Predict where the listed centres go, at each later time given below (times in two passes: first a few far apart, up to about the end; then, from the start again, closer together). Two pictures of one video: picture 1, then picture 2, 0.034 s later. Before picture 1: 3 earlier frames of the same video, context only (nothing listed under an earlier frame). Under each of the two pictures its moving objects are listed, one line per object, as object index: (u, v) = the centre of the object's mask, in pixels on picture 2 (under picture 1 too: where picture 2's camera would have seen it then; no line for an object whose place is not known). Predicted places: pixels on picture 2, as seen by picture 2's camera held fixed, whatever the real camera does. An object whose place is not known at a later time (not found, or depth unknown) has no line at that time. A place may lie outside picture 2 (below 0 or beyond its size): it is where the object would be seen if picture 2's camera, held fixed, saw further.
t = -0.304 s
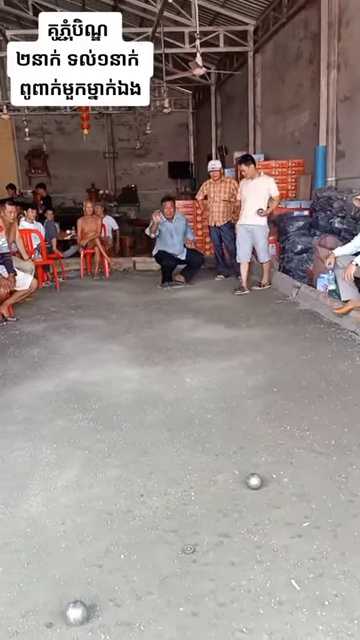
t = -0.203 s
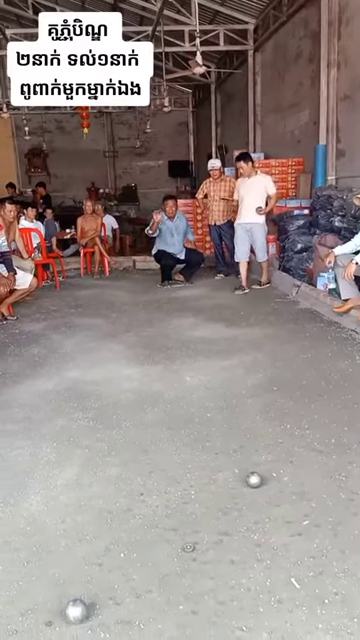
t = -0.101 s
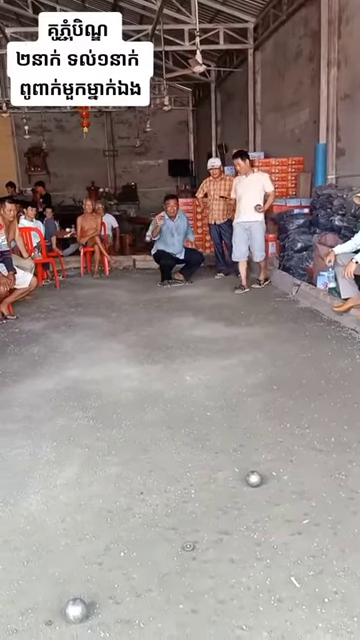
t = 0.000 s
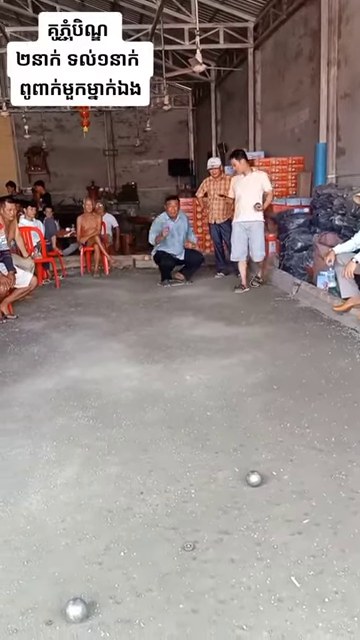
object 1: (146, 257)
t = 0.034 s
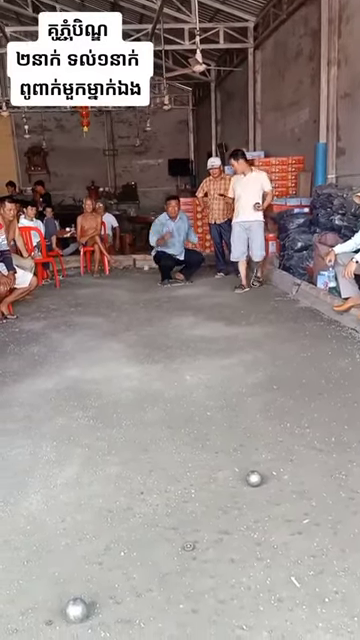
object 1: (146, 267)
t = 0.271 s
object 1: (143, 341)
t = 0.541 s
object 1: (136, 360)
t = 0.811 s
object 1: (129, 379)
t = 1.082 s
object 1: (120, 398)
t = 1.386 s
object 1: (116, 422)
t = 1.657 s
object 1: (108, 443)
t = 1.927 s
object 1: (104, 464)
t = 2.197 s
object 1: (102, 482)
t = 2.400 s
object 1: (104, 495)
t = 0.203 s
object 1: (144, 340)
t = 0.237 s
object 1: (144, 340)
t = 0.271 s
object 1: (143, 341)
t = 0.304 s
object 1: (141, 343)
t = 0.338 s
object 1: (141, 347)
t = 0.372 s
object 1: (140, 350)
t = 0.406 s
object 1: (139, 351)
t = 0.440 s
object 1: (138, 354)
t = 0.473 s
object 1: (138, 356)
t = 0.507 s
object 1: (137, 358)
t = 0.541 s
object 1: (136, 360)
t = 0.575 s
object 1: (135, 362)
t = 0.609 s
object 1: (134, 364)
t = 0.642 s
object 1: (133, 367)
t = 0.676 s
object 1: (132, 369)
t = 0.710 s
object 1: (131, 372)
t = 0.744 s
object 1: (130, 374)
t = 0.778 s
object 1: (129, 377)
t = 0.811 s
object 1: (129, 379)
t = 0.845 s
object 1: (128, 382)
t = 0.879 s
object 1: (126, 384)
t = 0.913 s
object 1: (125, 387)
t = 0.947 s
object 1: (124, 389)
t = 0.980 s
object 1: (123, 392)
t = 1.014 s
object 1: (121, 394)
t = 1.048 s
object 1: (121, 397)
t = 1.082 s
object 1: (120, 398)
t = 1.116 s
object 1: (120, 400)
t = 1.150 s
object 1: (120, 404)
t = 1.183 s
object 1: (119, 406)
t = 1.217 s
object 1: (119, 408)
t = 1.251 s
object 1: (118, 412)
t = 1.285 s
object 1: (118, 414)
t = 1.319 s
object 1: (117, 417)
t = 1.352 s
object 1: (116, 419)
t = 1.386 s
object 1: (116, 422)
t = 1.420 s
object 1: (115, 424)
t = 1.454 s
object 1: (114, 427)
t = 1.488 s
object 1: (113, 430)
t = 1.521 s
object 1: (113, 433)
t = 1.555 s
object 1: (112, 435)
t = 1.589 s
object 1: (110, 439)
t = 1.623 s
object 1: (109, 441)
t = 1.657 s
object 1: (108, 443)
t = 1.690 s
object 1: (108, 446)
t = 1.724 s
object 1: (107, 448)
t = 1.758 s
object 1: (107, 451)
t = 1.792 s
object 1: (107, 454)
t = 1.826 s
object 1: (106, 456)
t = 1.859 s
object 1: (105, 459)
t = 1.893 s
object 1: (105, 461)
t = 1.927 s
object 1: (104, 464)
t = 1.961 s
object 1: (103, 466)
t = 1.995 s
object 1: (103, 469)
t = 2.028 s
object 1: (103, 471)
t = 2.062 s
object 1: (102, 473)
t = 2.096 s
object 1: (102, 475)
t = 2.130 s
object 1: (102, 478)
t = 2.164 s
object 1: (102, 480)
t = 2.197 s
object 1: (102, 482)
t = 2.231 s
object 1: (101, 485)
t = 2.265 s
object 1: (101, 487)
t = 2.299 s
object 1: (102, 490)
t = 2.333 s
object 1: (102, 491)
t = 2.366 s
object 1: (103, 493)
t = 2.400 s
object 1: (104, 495)
